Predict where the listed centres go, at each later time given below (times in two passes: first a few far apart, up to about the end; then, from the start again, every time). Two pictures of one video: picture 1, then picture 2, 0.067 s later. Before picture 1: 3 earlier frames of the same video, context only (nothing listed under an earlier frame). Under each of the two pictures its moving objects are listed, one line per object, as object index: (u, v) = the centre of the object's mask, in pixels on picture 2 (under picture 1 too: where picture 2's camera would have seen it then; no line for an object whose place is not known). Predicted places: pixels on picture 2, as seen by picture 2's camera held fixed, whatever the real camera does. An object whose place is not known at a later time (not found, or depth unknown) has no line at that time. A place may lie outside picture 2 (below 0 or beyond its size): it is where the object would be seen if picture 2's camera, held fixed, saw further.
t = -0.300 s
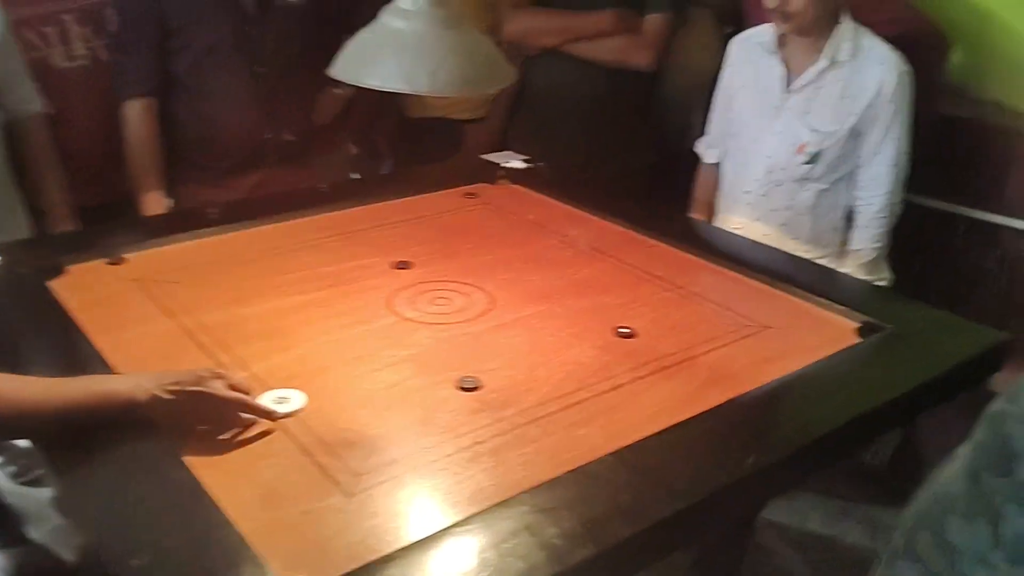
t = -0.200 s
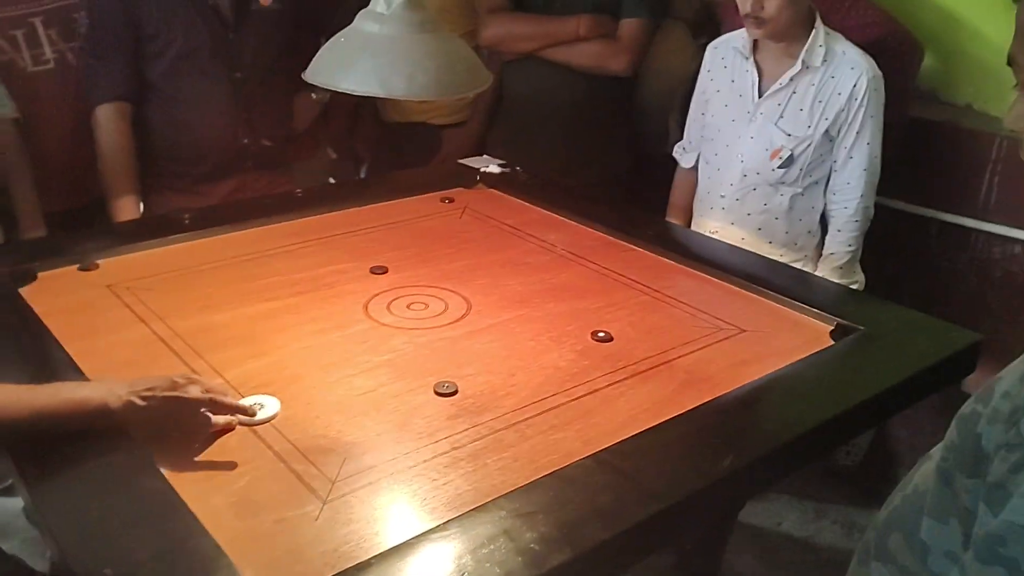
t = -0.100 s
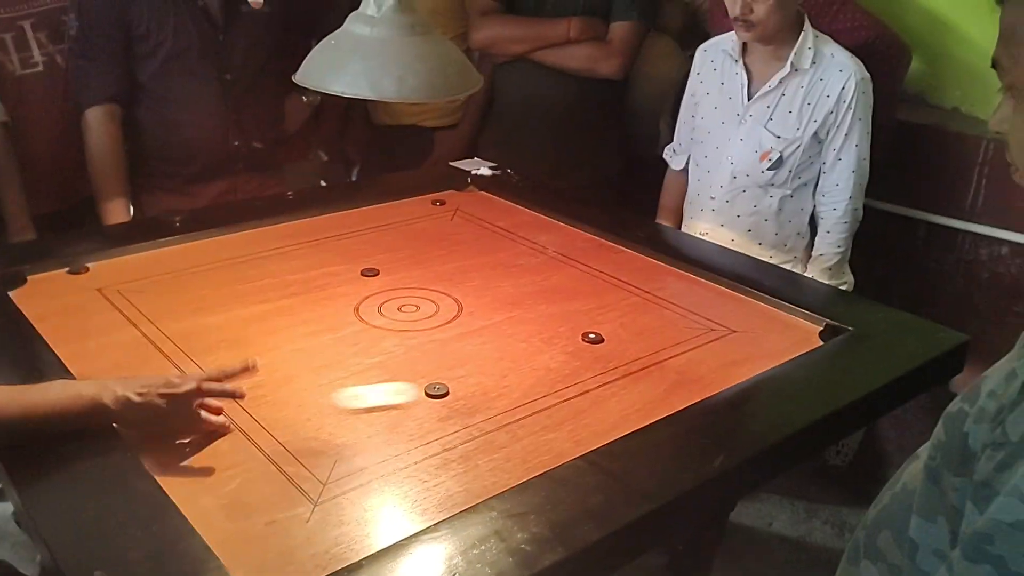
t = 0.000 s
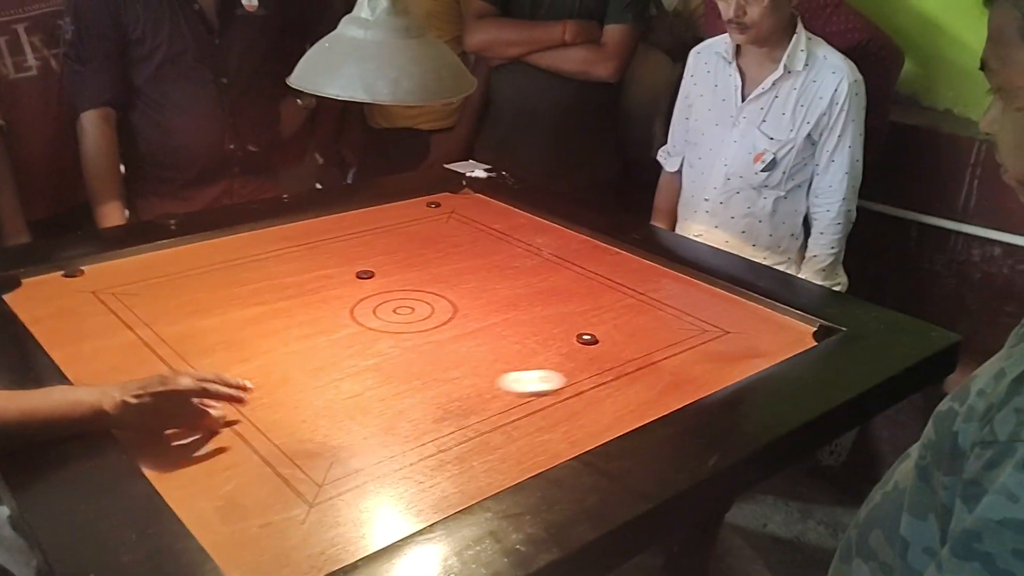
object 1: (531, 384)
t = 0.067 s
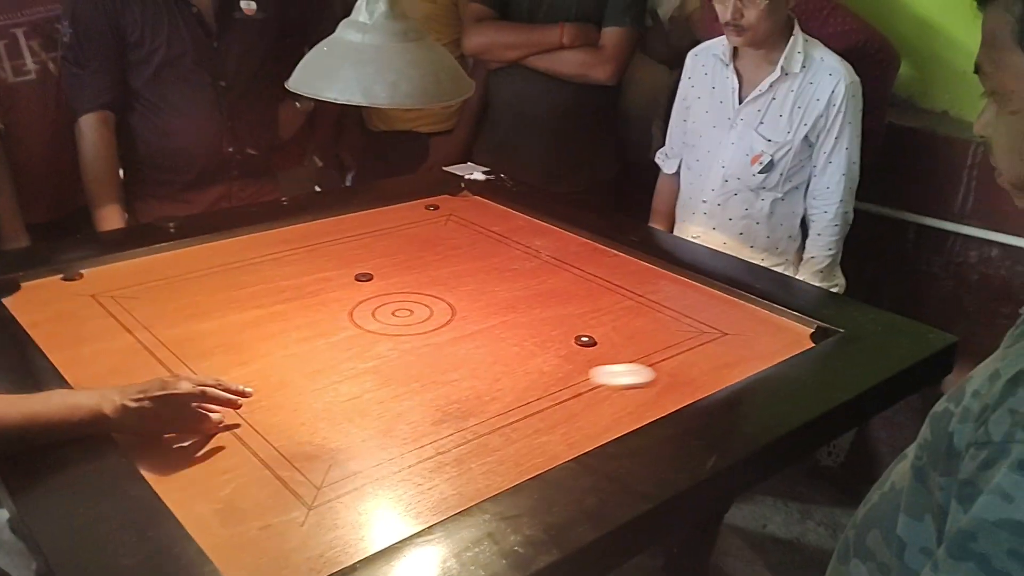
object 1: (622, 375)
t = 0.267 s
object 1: (773, 324)
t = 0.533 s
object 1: (586, 352)
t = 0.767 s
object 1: (500, 372)
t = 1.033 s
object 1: (481, 375)
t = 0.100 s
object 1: (666, 372)
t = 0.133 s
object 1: (709, 368)
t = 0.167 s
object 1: (747, 363)
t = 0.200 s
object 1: (764, 350)
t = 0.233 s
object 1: (772, 335)
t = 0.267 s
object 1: (773, 324)
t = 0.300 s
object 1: (748, 327)
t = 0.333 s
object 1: (722, 331)
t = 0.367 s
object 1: (696, 334)
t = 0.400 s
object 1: (670, 337)
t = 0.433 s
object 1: (645, 341)
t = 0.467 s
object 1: (620, 344)
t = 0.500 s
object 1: (602, 348)
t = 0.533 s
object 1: (586, 352)
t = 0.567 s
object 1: (571, 356)
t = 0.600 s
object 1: (557, 360)
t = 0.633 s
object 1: (543, 363)
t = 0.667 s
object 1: (531, 366)
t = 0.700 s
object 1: (519, 368)
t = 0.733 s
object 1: (509, 371)
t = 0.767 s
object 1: (500, 372)
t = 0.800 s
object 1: (493, 374)
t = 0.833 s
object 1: (488, 375)
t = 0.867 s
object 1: (485, 375)
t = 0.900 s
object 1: (483, 376)
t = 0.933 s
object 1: (482, 376)
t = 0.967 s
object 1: (481, 376)
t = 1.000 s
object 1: (481, 375)
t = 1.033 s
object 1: (481, 375)
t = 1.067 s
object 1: (481, 375)
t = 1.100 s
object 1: (481, 375)
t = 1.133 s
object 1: (481, 375)
